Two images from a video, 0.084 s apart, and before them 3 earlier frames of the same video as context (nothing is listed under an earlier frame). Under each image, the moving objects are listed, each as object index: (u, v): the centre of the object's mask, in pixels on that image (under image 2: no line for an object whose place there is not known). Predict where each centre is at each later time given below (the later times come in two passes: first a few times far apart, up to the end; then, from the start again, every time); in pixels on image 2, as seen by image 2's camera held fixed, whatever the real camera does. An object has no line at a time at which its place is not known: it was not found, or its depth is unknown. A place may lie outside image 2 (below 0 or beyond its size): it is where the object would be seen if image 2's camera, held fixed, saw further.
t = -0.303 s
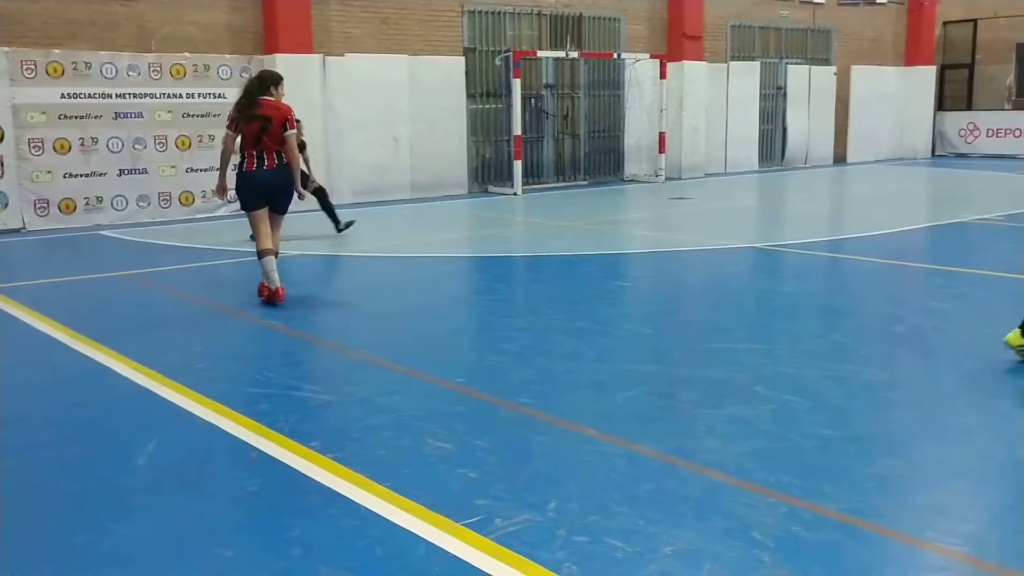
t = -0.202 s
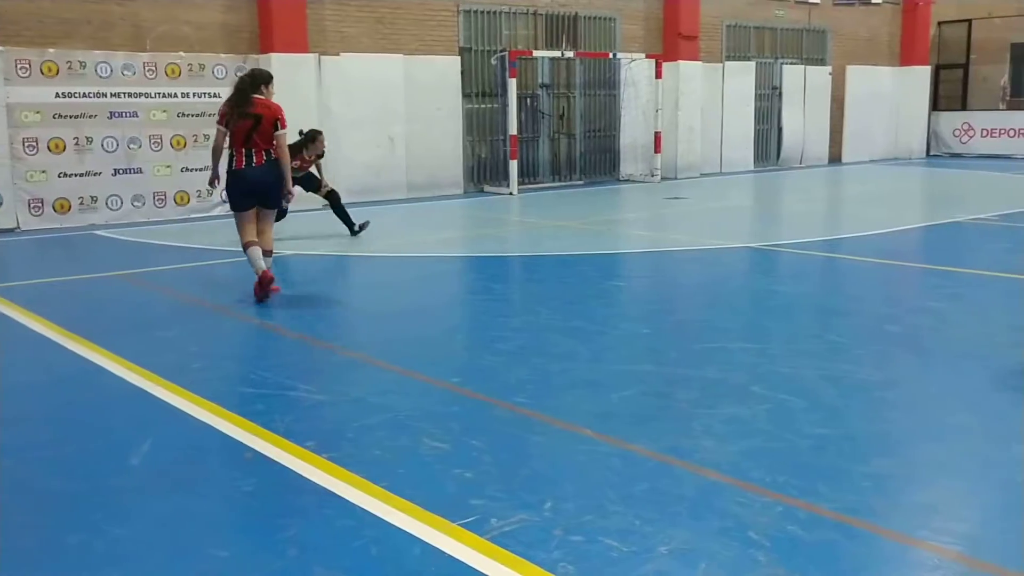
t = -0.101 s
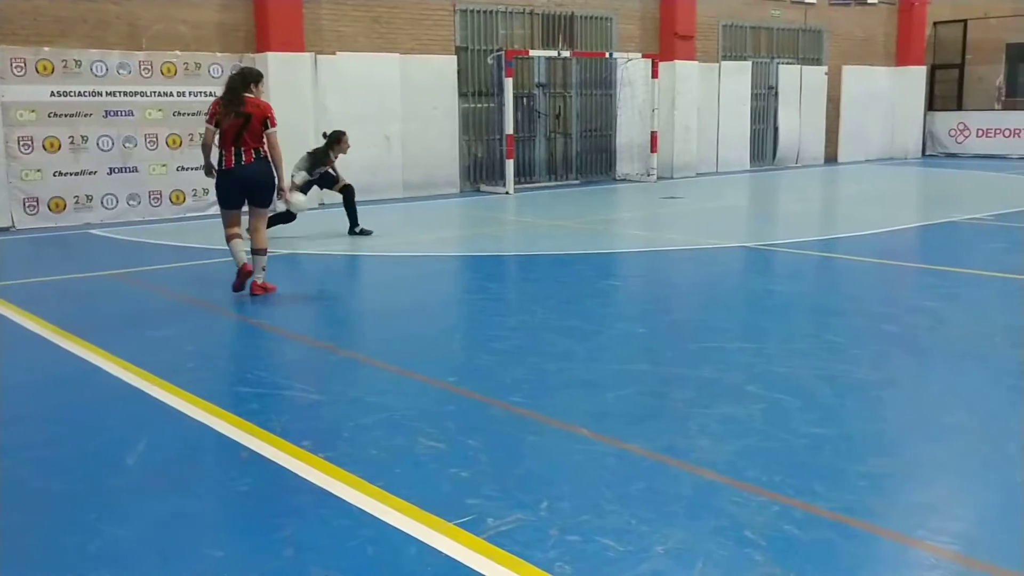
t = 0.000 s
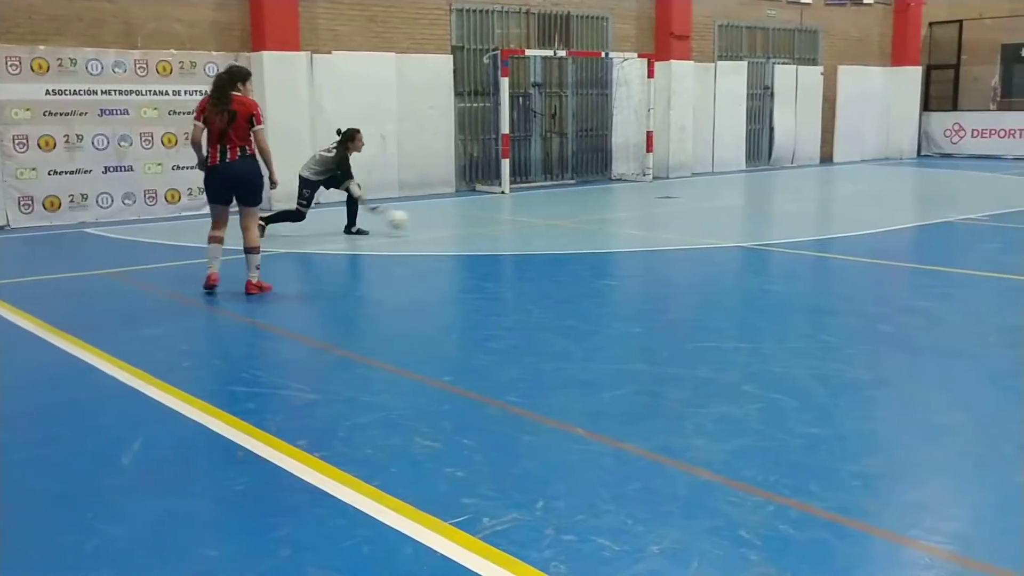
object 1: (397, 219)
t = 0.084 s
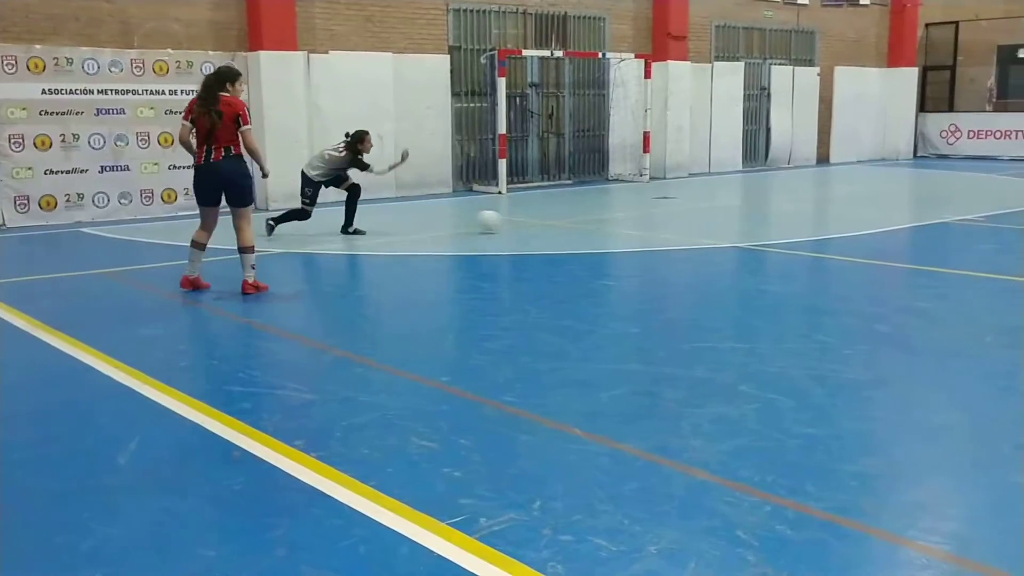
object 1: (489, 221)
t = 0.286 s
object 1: (682, 216)
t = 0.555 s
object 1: (883, 209)
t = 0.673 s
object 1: (955, 207)
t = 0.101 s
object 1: (508, 222)
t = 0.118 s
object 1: (525, 222)
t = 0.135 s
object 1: (542, 221)
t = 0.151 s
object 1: (558, 220)
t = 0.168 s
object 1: (575, 219)
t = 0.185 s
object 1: (591, 219)
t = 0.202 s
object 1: (606, 218)
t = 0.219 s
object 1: (622, 219)
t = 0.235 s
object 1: (637, 218)
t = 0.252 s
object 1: (652, 218)
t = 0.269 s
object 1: (667, 217)
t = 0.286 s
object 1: (682, 216)
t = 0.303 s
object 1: (697, 216)
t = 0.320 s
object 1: (711, 215)
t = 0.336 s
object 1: (724, 215)
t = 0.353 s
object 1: (736, 213)
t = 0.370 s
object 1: (750, 212)
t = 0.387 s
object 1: (763, 211)
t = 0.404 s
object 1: (775, 210)
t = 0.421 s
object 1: (788, 210)
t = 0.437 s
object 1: (800, 210)
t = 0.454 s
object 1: (814, 211)
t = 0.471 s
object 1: (826, 212)
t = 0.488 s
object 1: (838, 210)
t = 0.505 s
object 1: (849, 210)
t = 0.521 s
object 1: (861, 209)
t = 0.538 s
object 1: (871, 209)
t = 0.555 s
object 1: (883, 209)
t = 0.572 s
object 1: (894, 209)
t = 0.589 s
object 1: (905, 209)
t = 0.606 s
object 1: (915, 209)
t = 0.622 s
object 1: (926, 208)
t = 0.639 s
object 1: (936, 208)
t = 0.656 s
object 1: (946, 208)
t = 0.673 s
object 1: (955, 207)
